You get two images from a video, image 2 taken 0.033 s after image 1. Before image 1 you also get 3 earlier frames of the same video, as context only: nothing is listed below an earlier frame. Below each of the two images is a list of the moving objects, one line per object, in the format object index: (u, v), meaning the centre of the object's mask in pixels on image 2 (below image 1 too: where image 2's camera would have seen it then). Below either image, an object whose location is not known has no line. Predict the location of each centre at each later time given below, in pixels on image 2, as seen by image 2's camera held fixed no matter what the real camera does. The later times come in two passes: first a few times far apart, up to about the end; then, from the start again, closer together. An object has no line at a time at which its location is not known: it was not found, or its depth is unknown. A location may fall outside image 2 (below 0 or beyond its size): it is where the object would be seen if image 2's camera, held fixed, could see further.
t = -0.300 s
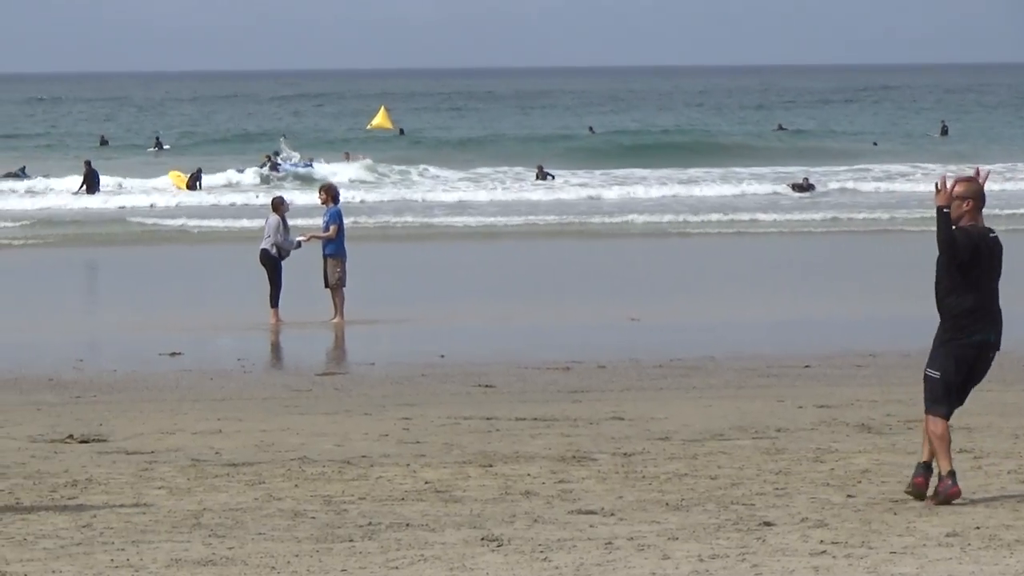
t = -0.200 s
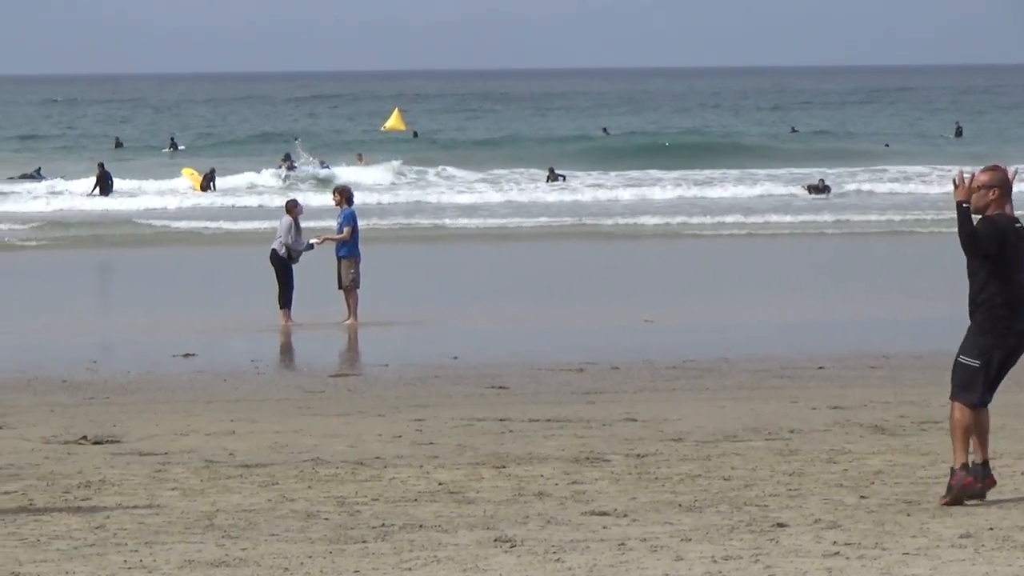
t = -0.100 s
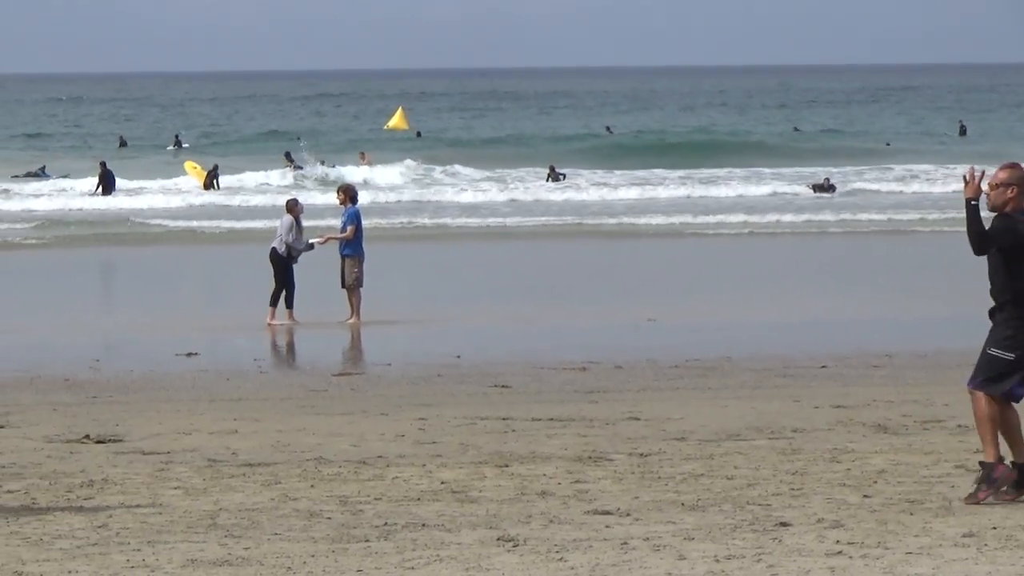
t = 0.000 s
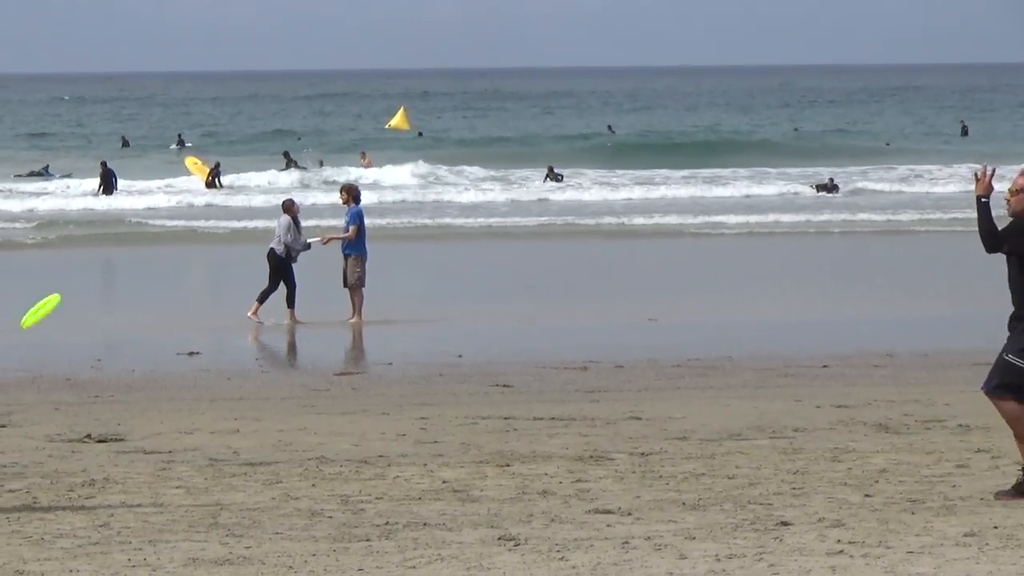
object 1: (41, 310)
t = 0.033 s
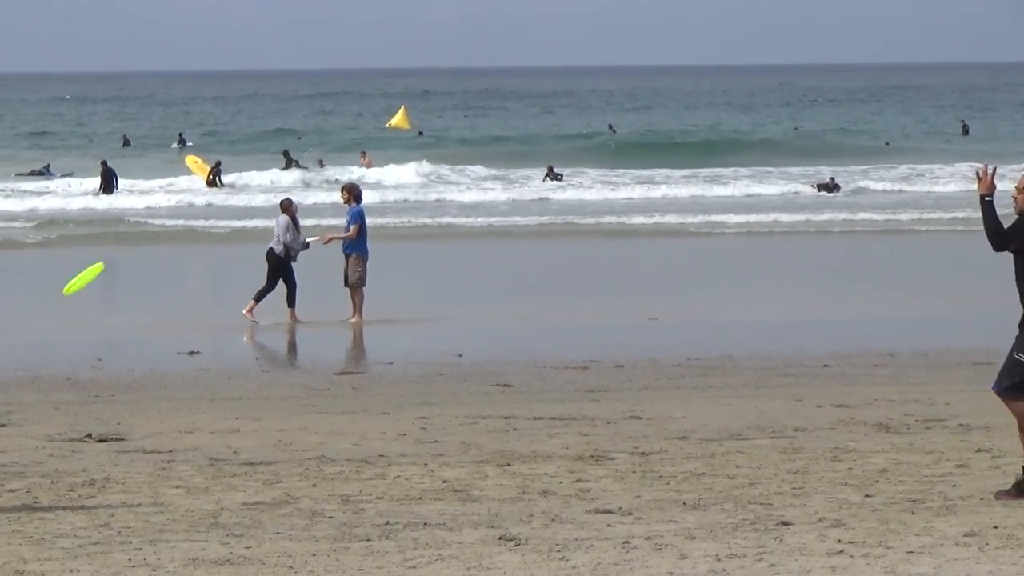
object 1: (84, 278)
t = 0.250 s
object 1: (357, 121)
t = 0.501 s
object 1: (667, 37)
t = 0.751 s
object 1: (965, 43)
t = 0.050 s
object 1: (105, 263)
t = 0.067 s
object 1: (126, 249)
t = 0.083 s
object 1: (146, 235)
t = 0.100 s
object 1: (168, 221)
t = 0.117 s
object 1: (189, 208)
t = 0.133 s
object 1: (210, 195)
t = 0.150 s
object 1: (231, 183)
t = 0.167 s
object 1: (252, 172)
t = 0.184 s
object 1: (273, 160)
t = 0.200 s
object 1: (294, 150)
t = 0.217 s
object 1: (315, 140)
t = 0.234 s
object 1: (336, 131)
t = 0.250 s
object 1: (357, 121)
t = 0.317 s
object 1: (441, 89)
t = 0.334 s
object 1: (461, 82)
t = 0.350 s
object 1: (482, 76)
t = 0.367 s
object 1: (502, 70)
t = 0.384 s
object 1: (523, 64)
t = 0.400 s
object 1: (544, 59)
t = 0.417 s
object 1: (565, 54)
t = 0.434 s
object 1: (585, 50)
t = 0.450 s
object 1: (606, 46)
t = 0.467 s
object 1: (626, 42)
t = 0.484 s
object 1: (647, 39)
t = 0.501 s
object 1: (667, 37)
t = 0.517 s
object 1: (688, 35)
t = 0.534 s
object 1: (708, 33)
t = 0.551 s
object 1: (729, 31)
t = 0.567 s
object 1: (748, 30)
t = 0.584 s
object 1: (769, 29)
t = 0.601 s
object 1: (788, 29)
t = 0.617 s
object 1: (809, 29)
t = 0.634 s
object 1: (828, 30)
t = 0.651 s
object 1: (848, 31)
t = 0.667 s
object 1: (867, 32)
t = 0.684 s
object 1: (887, 34)
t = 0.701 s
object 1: (907, 35)
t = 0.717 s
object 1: (926, 38)
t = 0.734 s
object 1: (946, 40)
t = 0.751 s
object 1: (965, 43)
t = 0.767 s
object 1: (985, 46)
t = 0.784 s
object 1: (1003, 51)
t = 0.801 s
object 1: (1018, 58)
